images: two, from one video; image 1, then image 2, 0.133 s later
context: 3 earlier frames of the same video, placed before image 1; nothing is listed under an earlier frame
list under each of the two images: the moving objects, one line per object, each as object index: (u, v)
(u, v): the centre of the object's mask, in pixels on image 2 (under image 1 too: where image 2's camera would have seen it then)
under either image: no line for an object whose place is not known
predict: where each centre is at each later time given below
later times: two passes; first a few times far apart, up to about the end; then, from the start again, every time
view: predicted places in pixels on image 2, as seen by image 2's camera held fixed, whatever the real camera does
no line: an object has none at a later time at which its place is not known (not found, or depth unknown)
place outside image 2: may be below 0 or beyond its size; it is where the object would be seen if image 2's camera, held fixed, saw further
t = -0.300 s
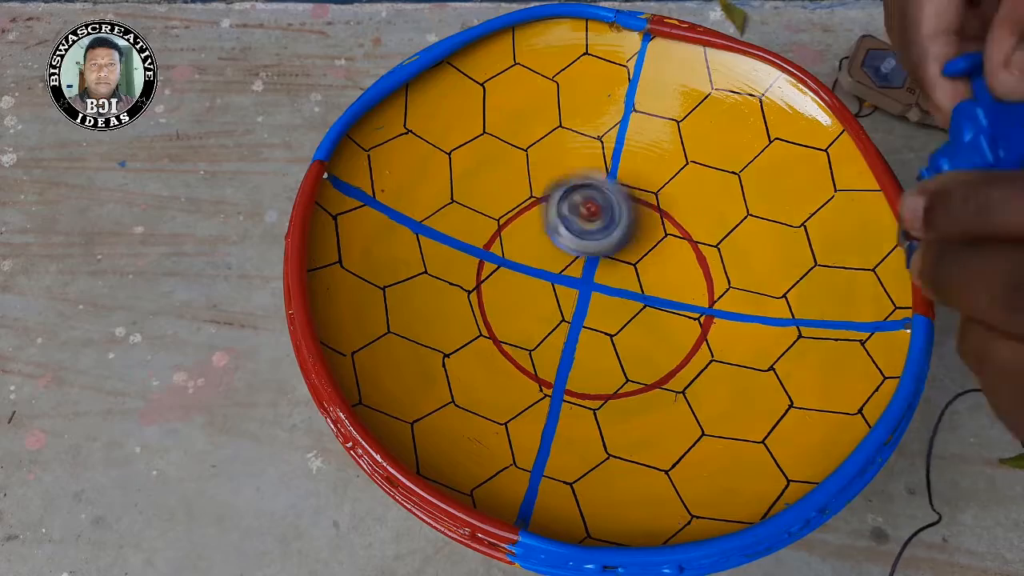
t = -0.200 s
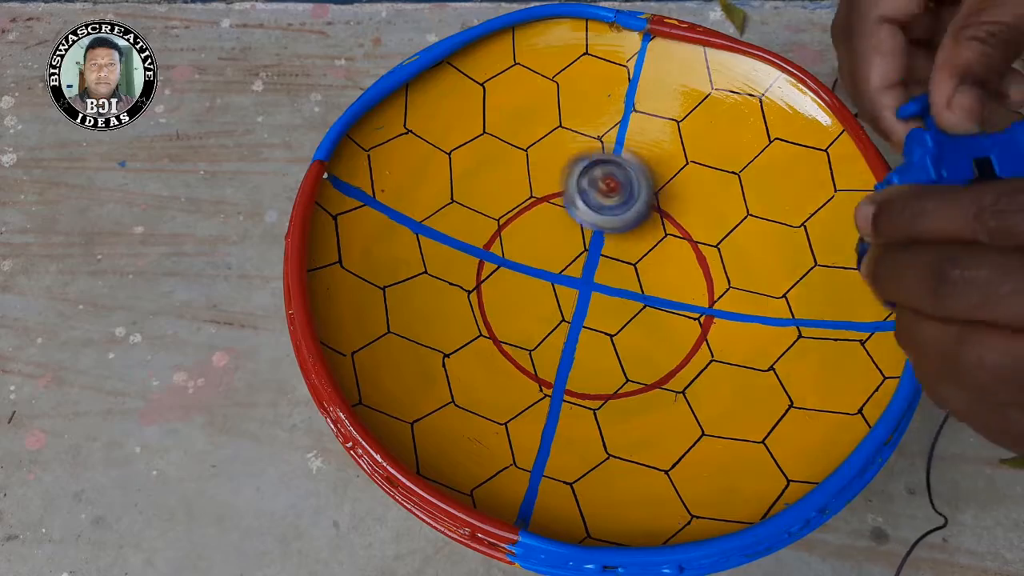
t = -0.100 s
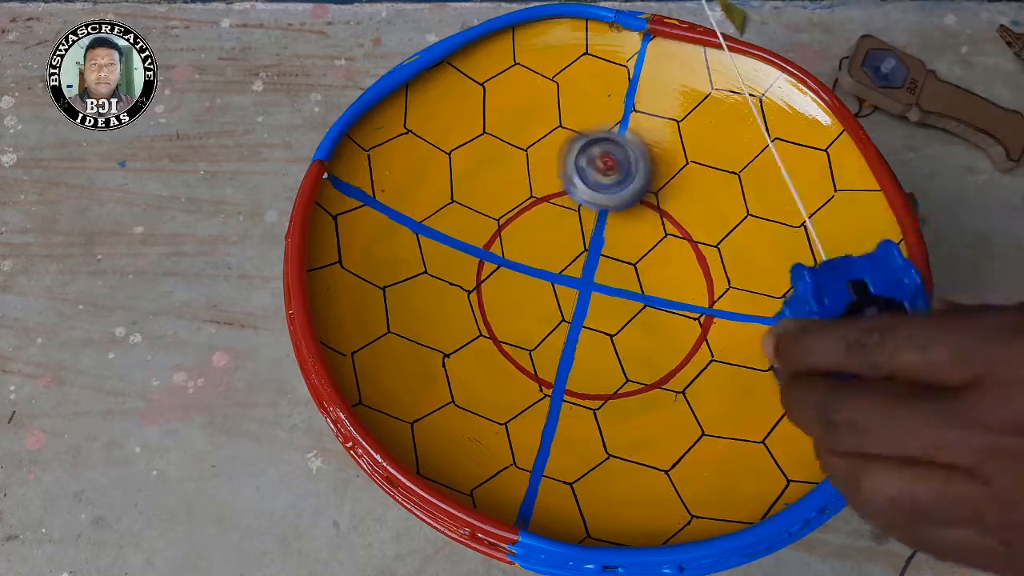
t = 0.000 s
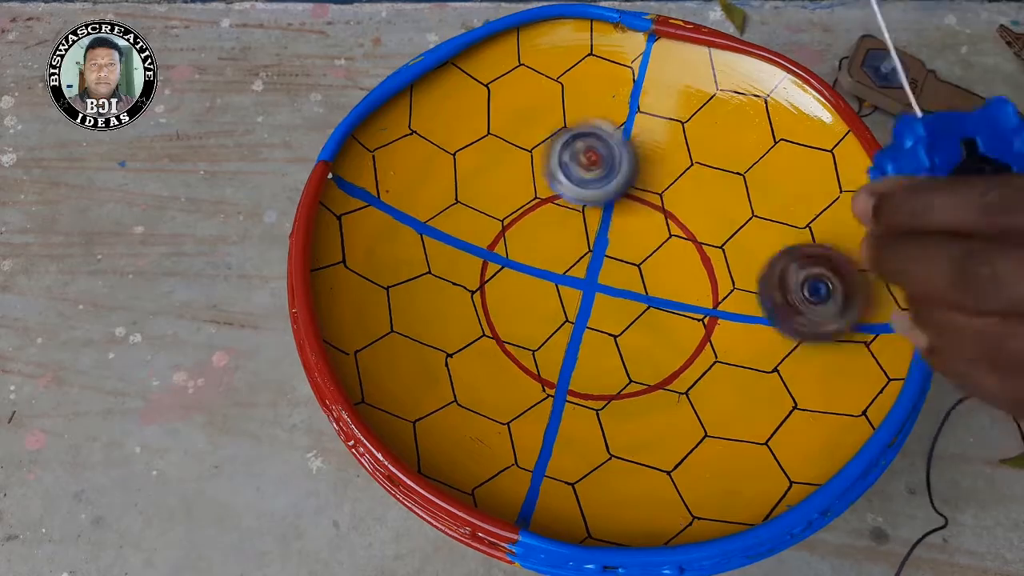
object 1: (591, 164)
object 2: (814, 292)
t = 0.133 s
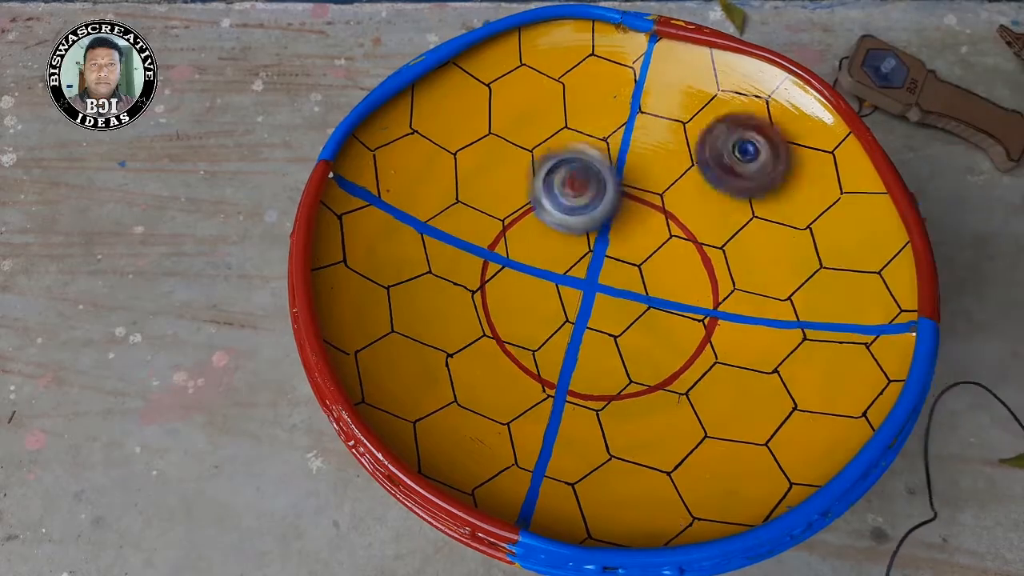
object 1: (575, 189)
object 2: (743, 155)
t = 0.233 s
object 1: (601, 215)
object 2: (647, 46)
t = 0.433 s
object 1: (679, 206)
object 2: (427, 265)
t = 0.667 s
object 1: (634, 174)
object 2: (754, 376)
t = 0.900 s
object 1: (646, 264)
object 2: (736, 105)
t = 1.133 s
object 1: (720, 274)
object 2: (550, 262)
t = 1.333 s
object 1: (687, 226)
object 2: (730, 374)
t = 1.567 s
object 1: (617, 274)
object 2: (701, 212)
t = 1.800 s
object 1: (616, 361)
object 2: (518, 276)
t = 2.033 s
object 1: (738, 319)
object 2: (622, 359)
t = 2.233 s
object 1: (672, 219)
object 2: (556, 235)
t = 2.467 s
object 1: (548, 222)
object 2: (475, 288)
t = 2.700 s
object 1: (543, 228)
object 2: (630, 300)
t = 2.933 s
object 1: (431, 191)
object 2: (693, 192)
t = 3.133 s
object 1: (467, 276)
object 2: (590, 161)
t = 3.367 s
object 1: (448, 461)
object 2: (713, 48)
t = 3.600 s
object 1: (722, 406)
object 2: (676, 181)
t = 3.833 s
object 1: (791, 340)
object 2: (686, 166)
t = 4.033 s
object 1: (776, 297)
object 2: (616, 155)
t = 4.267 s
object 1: (702, 233)
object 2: (520, 172)
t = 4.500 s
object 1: (654, 267)
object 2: (494, 250)
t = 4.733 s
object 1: (674, 287)
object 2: (499, 308)
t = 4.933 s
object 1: (691, 268)
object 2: (534, 312)
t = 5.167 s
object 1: (734, 192)
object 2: (464, 304)
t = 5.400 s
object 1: (649, 174)
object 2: (547, 236)
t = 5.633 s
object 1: (675, 236)
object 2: (502, 145)
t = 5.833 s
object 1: (703, 279)
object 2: (486, 159)
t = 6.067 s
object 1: (694, 304)
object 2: (536, 209)
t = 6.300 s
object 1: (622, 312)
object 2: (556, 185)
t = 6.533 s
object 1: (548, 297)
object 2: (557, 194)
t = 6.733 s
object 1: (487, 358)
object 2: (605, 140)
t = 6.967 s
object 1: (533, 375)
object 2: (627, 166)
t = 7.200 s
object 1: (600, 325)
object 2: (638, 168)
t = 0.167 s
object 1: (581, 200)
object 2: (722, 116)
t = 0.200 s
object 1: (589, 210)
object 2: (692, 76)
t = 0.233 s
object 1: (601, 215)
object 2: (647, 46)
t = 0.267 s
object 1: (616, 218)
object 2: (592, 34)
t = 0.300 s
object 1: (629, 219)
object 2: (534, 38)
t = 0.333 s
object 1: (642, 219)
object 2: (478, 59)
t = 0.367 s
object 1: (658, 215)
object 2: (429, 109)
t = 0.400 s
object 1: (670, 211)
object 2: (414, 189)
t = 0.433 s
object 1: (679, 206)
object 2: (427, 265)
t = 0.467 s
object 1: (682, 198)
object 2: (462, 327)
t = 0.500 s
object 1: (683, 191)
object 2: (505, 375)
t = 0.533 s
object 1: (682, 183)
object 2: (555, 415)
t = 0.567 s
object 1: (674, 176)
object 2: (609, 447)
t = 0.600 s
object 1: (664, 172)
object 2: (668, 468)
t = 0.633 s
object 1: (650, 170)
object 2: (723, 440)
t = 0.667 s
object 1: (634, 174)
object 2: (754, 376)
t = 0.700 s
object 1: (619, 185)
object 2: (780, 322)
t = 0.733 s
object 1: (610, 199)
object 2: (800, 279)
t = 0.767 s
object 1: (610, 216)
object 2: (816, 234)
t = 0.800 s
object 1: (616, 229)
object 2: (820, 193)
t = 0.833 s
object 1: (624, 243)
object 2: (808, 155)
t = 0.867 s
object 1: (634, 255)
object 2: (778, 124)
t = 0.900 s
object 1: (646, 264)
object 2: (736, 105)
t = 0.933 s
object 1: (656, 274)
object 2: (693, 98)
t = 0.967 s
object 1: (670, 284)
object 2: (652, 104)
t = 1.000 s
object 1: (681, 288)
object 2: (613, 123)
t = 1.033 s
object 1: (694, 289)
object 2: (583, 151)
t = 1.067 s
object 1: (705, 286)
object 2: (562, 184)
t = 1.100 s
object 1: (715, 282)
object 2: (549, 225)
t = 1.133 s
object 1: (720, 274)
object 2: (550, 262)
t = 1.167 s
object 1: (728, 266)
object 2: (563, 297)
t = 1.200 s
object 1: (726, 258)
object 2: (584, 331)
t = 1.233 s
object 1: (721, 246)
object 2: (612, 358)
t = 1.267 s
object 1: (713, 236)
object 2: (647, 375)
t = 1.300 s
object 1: (699, 230)
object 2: (689, 380)
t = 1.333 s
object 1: (687, 226)
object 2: (730, 374)
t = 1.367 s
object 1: (673, 227)
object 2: (760, 355)
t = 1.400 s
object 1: (658, 230)
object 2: (783, 329)
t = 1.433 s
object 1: (648, 235)
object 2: (789, 300)
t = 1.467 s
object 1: (636, 245)
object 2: (783, 272)
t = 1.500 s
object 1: (630, 252)
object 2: (763, 245)
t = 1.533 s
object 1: (624, 263)
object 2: (735, 224)
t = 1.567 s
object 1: (617, 274)
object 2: (701, 212)
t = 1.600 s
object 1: (612, 285)
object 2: (669, 206)
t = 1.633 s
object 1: (606, 298)
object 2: (639, 207)
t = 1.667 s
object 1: (602, 308)
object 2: (612, 214)
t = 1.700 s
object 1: (600, 324)
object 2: (586, 224)
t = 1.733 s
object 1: (601, 341)
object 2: (560, 236)
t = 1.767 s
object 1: (606, 354)
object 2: (535, 253)
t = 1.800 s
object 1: (616, 361)
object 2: (518, 276)
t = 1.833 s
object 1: (628, 367)
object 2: (512, 306)
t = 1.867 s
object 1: (641, 370)
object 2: (520, 334)
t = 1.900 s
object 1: (657, 370)
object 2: (538, 360)
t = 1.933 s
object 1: (686, 366)
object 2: (558, 377)
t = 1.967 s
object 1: (716, 357)
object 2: (580, 382)
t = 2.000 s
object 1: (732, 340)
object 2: (605, 375)
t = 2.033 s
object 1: (738, 319)
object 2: (622, 359)
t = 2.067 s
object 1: (737, 298)
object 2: (627, 338)
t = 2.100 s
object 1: (731, 277)
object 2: (624, 315)
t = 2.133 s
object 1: (722, 259)
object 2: (614, 291)
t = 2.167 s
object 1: (706, 242)
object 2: (596, 271)
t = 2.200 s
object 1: (690, 228)
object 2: (578, 252)
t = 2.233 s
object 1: (672, 219)
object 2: (556, 235)
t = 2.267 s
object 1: (652, 211)
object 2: (536, 223)
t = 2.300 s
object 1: (631, 207)
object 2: (513, 218)
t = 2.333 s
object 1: (613, 207)
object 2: (493, 221)
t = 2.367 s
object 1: (595, 209)
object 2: (473, 232)
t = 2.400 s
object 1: (579, 211)
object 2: (462, 248)
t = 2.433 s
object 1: (564, 215)
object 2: (461, 268)
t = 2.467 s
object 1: (548, 222)
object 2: (475, 288)
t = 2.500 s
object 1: (545, 224)
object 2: (486, 311)
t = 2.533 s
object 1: (551, 222)
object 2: (507, 333)
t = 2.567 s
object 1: (551, 221)
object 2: (533, 350)
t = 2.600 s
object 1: (547, 223)
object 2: (565, 353)
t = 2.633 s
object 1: (546, 225)
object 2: (596, 343)
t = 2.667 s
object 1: (545, 225)
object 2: (617, 324)
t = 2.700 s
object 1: (543, 228)
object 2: (630, 300)
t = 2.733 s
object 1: (545, 229)
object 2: (637, 274)
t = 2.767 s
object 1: (514, 203)
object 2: (664, 264)
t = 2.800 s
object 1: (494, 184)
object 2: (687, 251)
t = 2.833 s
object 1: (475, 176)
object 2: (694, 239)
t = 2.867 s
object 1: (458, 174)
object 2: (700, 221)
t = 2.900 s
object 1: (444, 184)
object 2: (696, 210)
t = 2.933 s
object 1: (431, 191)
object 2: (693, 192)
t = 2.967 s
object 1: (421, 205)
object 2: (684, 181)
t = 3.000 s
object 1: (418, 218)
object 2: (671, 164)
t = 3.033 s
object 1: (420, 238)
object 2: (656, 156)
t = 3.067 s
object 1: (430, 253)
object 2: (631, 150)
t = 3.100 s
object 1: (448, 269)
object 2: (613, 152)
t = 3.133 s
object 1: (467, 276)
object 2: (590, 161)
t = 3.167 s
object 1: (492, 283)
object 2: (576, 174)
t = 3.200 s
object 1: (513, 284)
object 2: (565, 195)
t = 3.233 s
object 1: (488, 320)
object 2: (594, 178)
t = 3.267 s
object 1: (439, 377)
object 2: (648, 126)
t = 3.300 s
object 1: (415, 415)
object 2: (692, 80)
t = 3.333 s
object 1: (426, 435)
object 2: (715, 46)
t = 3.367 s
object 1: (448, 461)
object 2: (713, 48)
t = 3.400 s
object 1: (478, 485)
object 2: (704, 65)
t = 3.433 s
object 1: (527, 479)
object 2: (691, 98)
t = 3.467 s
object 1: (582, 480)
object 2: (685, 125)
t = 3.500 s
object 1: (626, 468)
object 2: (678, 145)
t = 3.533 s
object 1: (670, 452)
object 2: (673, 160)
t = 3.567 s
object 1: (697, 429)
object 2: (673, 171)
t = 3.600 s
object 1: (722, 406)
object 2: (676, 181)
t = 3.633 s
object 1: (738, 387)
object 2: (682, 190)
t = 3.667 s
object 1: (748, 362)
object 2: (688, 199)
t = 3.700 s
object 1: (758, 339)
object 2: (695, 210)
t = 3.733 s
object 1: (760, 316)
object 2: (702, 221)
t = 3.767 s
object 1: (767, 297)
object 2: (705, 225)
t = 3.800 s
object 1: (783, 321)
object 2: (696, 192)
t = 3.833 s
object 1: (791, 340)
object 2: (686, 166)
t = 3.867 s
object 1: (793, 348)
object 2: (675, 154)
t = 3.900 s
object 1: (790, 342)
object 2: (667, 152)
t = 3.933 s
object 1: (785, 335)
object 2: (657, 154)
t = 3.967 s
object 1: (779, 322)
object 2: (642, 153)
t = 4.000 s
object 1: (777, 310)
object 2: (627, 155)
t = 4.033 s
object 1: (776, 297)
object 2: (616, 155)
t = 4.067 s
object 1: (777, 284)
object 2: (601, 149)
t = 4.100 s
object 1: (774, 271)
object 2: (585, 148)
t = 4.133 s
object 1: (767, 260)
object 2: (571, 148)
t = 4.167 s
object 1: (755, 249)
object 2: (557, 149)
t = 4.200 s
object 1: (741, 241)
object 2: (541, 153)
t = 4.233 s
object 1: (721, 236)
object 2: (528, 162)
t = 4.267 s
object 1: (702, 233)
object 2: (520, 172)
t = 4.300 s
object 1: (685, 233)
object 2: (514, 185)
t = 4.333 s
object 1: (667, 234)
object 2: (510, 200)
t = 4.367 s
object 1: (650, 237)
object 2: (512, 214)
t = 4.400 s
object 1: (637, 242)
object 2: (516, 227)
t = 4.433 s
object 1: (627, 249)
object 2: (517, 243)
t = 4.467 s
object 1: (645, 260)
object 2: (502, 245)
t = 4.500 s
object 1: (654, 267)
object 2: (494, 250)
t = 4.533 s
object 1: (657, 274)
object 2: (487, 260)
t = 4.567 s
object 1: (661, 281)
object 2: (477, 266)
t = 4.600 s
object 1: (665, 284)
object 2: (470, 276)
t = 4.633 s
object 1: (667, 286)
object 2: (471, 287)
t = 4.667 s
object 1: (670, 286)
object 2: (475, 297)
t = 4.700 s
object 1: (671, 288)
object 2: (488, 304)
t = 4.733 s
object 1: (674, 287)
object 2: (499, 308)
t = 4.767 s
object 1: (673, 285)
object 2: (516, 311)
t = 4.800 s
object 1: (672, 283)
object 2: (528, 310)
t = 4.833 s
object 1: (672, 282)
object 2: (538, 313)
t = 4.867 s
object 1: (668, 278)
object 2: (552, 309)
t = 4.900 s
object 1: (662, 277)
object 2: (563, 309)
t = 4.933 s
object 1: (691, 268)
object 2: (534, 312)
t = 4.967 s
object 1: (719, 258)
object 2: (491, 314)
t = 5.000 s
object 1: (734, 248)
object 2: (471, 310)
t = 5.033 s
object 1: (739, 240)
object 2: (455, 304)
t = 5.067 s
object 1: (738, 228)
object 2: (447, 296)
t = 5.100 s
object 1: (740, 216)
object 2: (448, 294)
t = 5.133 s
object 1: (739, 205)
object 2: (454, 296)
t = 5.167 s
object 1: (734, 192)
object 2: (464, 304)
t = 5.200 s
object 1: (729, 182)
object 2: (467, 304)
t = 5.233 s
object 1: (718, 175)
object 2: (476, 298)
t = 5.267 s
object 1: (705, 167)
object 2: (487, 295)
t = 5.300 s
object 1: (693, 165)
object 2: (501, 282)
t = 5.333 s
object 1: (678, 166)
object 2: (519, 268)
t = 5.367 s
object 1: (664, 169)
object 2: (535, 255)
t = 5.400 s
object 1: (649, 174)
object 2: (547, 236)
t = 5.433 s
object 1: (635, 180)
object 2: (556, 212)
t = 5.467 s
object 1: (631, 189)
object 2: (555, 190)
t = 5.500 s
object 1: (642, 203)
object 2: (546, 169)
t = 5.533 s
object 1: (654, 218)
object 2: (532, 155)
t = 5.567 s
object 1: (660, 224)
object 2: (520, 147)
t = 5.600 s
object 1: (667, 230)
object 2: (510, 145)
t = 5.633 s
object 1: (675, 236)
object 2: (502, 145)
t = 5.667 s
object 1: (681, 243)
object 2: (497, 148)
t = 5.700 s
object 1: (687, 250)
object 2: (494, 150)
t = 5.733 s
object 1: (692, 257)
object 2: (491, 152)
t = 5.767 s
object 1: (696, 265)
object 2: (489, 153)
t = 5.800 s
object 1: (700, 272)
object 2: (488, 156)
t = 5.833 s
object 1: (703, 279)
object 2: (486, 159)
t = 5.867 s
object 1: (705, 285)
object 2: (484, 165)
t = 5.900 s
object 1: (706, 290)
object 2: (483, 173)
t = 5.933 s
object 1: (707, 295)
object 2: (487, 183)
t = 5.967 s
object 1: (707, 300)
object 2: (493, 191)
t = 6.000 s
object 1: (706, 300)
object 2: (504, 203)
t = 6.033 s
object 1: (702, 301)
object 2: (520, 210)
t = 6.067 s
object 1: (694, 304)
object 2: (536, 209)
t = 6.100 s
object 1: (685, 306)
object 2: (549, 205)
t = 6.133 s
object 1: (675, 307)
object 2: (557, 197)
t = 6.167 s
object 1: (665, 309)
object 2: (558, 193)
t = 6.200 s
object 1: (655, 310)
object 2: (557, 189)
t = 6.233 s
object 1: (644, 311)
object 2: (556, 187)
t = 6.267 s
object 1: (633, 312)
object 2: (556, 185)
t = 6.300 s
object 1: (622, 312)
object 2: (556, 185)
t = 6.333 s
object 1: (610, 312)
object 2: (556, 184)
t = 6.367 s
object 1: (597, 312)
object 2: (556, 185)
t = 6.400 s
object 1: (586, 310)
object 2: (556, 185)
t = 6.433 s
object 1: (575, 308)
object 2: (556, 185)
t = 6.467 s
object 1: (566, 306)
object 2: (556, 187)
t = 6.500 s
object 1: (556, 302)
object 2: (557, 190)
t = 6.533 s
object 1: (548, 297)
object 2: (557, 194)
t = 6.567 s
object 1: (539, 292)
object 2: (556, 200)
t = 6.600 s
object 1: (533, 289)
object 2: (555, 208)
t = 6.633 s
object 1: (510, 316)
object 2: (568, 184)
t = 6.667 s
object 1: (496, 338)
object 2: (581, 162)
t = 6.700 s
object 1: (488, 349)
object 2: (597, 147)
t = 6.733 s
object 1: (487, 358)
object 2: (605, 140)
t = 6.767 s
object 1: (486, 365)
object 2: (613, 144)
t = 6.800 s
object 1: (489, 373)
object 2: (613, 154)
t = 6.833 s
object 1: (493, 380)
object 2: (613, 158)
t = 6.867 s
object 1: (502, 383)
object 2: (616, 161)
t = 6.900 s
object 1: (511, 383)
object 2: (619, 162)
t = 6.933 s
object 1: (522, 378)
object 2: (623, 164)
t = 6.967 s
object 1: (533, 375)
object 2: (627, 166)
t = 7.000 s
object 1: (543, 368)
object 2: (633, 167)
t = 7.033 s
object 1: (555, 362)
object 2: (639, 168)
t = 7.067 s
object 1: (564, 354)
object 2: (642, 167)
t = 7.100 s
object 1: (573, 346)
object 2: (644, 167)
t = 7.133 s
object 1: (580, 340)
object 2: (643, 167)
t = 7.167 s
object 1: (590, 331)
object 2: (642, 167)
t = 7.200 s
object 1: (600, 325)
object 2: (638, 168)
